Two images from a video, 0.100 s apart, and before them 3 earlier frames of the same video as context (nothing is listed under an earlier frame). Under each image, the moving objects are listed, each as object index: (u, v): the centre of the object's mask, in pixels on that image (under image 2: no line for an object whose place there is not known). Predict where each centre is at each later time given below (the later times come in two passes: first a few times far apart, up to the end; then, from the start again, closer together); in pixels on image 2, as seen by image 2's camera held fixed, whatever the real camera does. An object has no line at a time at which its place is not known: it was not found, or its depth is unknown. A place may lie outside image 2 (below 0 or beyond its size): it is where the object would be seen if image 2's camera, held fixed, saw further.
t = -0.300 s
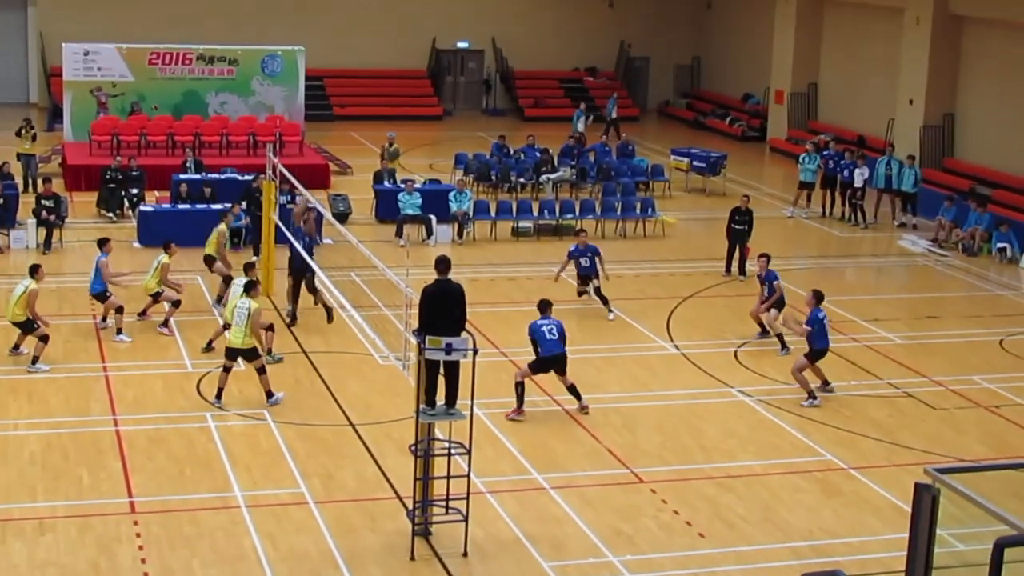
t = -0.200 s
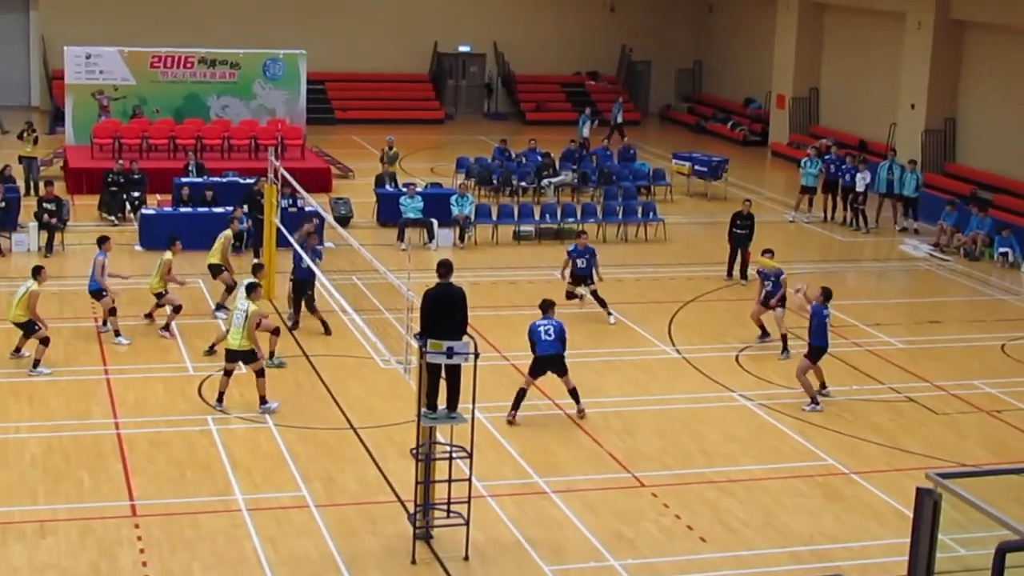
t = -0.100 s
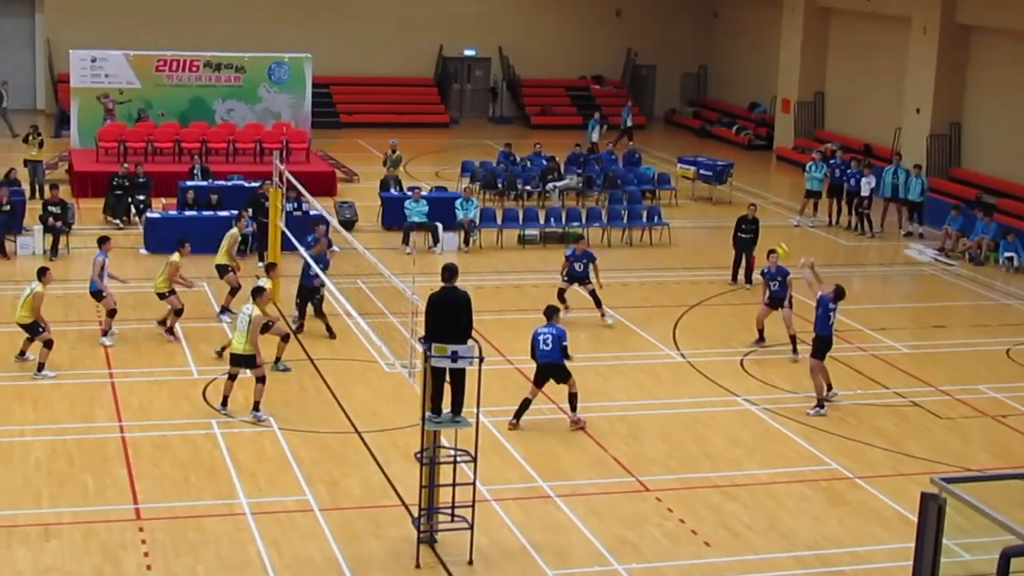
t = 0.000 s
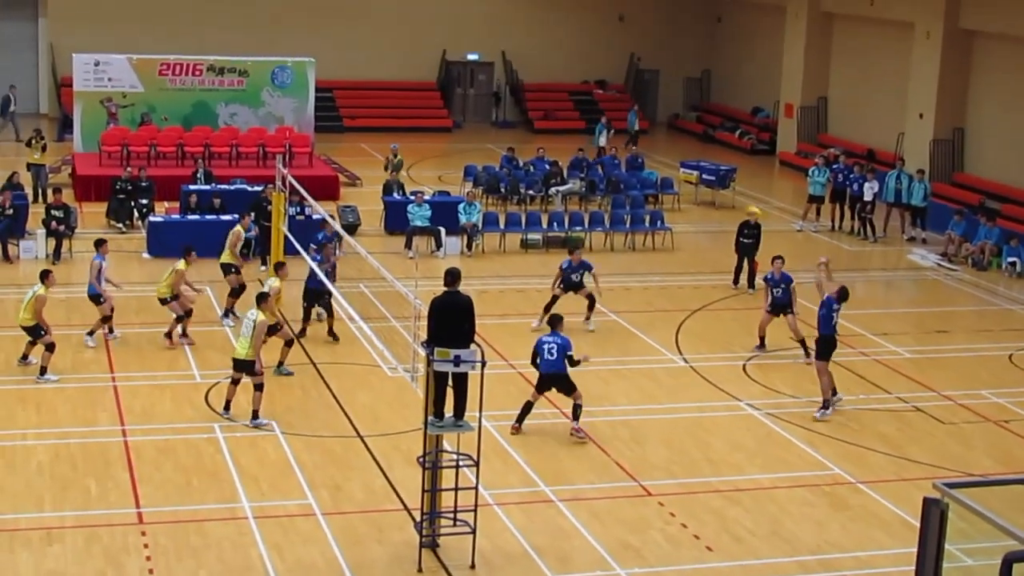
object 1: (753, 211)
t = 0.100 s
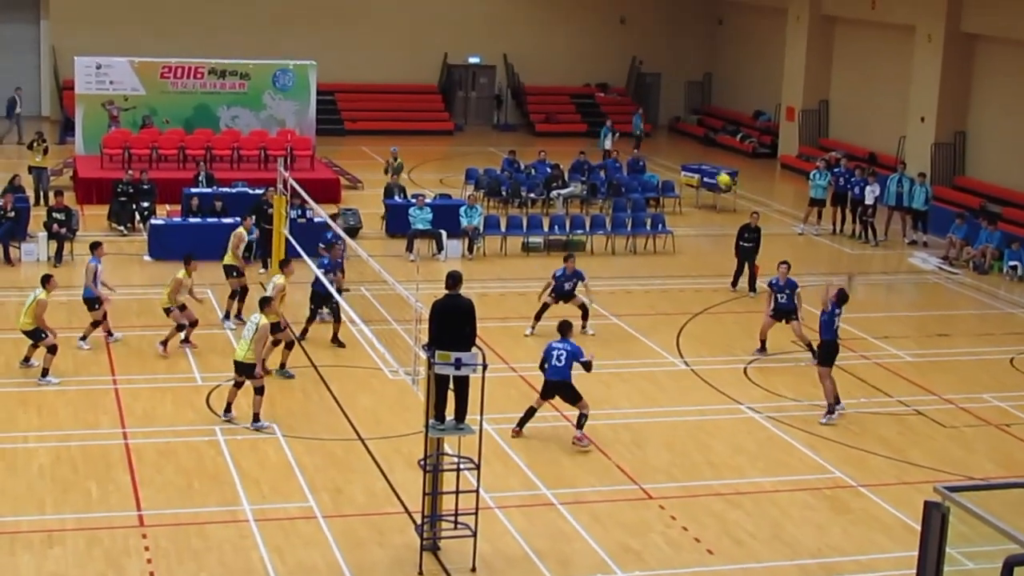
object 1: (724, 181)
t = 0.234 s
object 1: (682, 145)
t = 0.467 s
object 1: (610, 113)
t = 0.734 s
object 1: (532, 122)
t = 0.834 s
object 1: (503, 137)
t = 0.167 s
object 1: (702, 160)
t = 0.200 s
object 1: (693, 152)
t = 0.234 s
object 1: (682, 145)
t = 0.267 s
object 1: (671, 137)
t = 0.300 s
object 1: (662, 131)
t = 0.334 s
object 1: (651, 125)
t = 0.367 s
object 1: (640, 121)
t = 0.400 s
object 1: (631, 118)
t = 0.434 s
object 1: (620, 115)
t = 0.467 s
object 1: (610, 113)
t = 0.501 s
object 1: (600, 112)
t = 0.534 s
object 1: (590, 111)
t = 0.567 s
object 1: (580, 111)
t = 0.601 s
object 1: (570, 111)
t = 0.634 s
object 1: (561, 113)
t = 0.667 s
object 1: (551, 116)
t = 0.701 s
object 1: (541, 119)
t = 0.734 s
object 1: (532, 122)
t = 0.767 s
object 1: (522, 127)
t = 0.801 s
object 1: (513, 131)
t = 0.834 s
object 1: (503, 137)
